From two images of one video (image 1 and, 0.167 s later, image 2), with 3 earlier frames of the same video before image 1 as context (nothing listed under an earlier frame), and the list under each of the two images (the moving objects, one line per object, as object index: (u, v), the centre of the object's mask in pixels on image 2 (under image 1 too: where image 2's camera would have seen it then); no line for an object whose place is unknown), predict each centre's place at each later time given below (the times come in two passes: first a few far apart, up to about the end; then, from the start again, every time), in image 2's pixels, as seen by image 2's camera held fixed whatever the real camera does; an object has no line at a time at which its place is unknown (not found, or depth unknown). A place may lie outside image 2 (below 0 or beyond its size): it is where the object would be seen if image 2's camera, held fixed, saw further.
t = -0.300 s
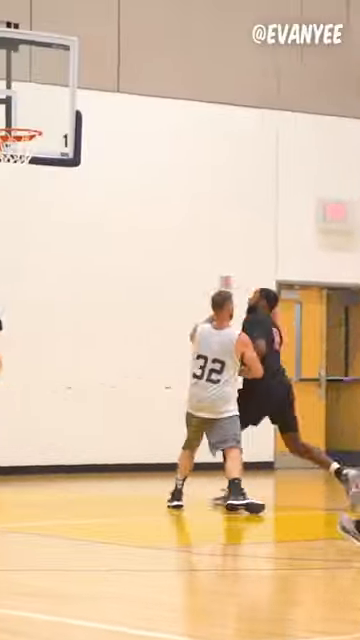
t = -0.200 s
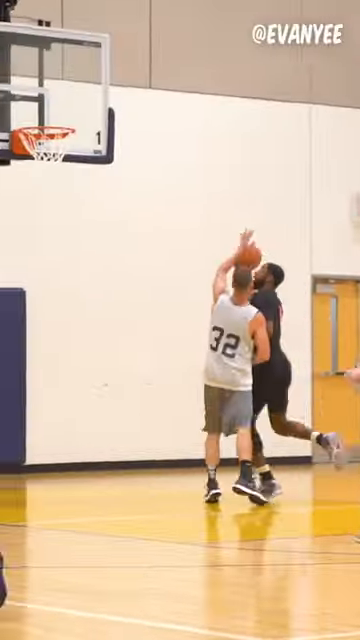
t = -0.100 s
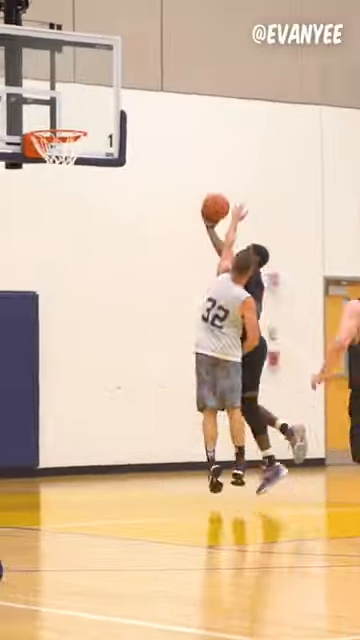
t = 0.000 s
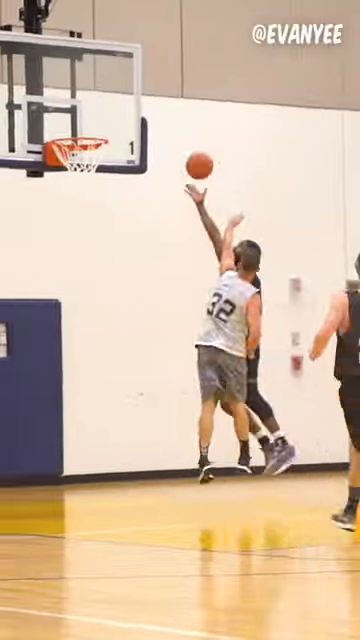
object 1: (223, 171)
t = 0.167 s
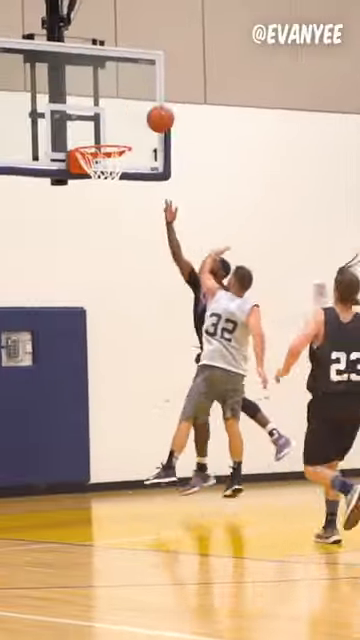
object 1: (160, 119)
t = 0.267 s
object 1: (139, 103)
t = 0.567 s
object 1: (119, 125)
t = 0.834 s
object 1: (92, 142)
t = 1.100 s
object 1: (115, 177)
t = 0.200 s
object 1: (148, 112)
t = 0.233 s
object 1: (142, 107)
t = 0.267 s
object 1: (139, 103)
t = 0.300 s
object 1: (137, 100)
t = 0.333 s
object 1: (135, 99)
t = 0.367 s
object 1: (133, 98)
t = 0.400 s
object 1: (130, 100)
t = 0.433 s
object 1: (128, 102)
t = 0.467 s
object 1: (126, 106)
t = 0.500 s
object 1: (124, 111)
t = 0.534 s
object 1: (121, 118)
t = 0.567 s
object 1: (119, 125)
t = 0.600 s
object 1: (118, 134)
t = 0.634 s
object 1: (113, 134)
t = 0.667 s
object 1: (108, 134)
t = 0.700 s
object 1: (102, 135)
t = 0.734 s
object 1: (97, 136)
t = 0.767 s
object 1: (92, 139)
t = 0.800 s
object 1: (89, 142)
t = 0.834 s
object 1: (92, 142)
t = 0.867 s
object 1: (96, 142)
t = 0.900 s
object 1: (101, 145)
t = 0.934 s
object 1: (103, 151)
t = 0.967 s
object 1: (105, 155)
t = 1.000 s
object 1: (106, 159)
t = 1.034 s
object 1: (110, 160)
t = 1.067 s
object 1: (114, 164)
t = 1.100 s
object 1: (115, 177)
